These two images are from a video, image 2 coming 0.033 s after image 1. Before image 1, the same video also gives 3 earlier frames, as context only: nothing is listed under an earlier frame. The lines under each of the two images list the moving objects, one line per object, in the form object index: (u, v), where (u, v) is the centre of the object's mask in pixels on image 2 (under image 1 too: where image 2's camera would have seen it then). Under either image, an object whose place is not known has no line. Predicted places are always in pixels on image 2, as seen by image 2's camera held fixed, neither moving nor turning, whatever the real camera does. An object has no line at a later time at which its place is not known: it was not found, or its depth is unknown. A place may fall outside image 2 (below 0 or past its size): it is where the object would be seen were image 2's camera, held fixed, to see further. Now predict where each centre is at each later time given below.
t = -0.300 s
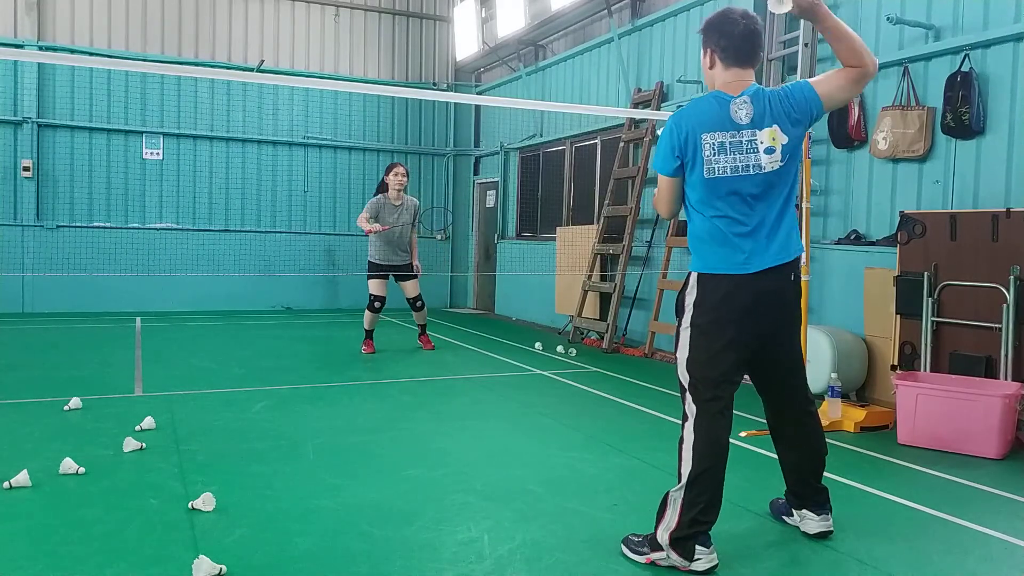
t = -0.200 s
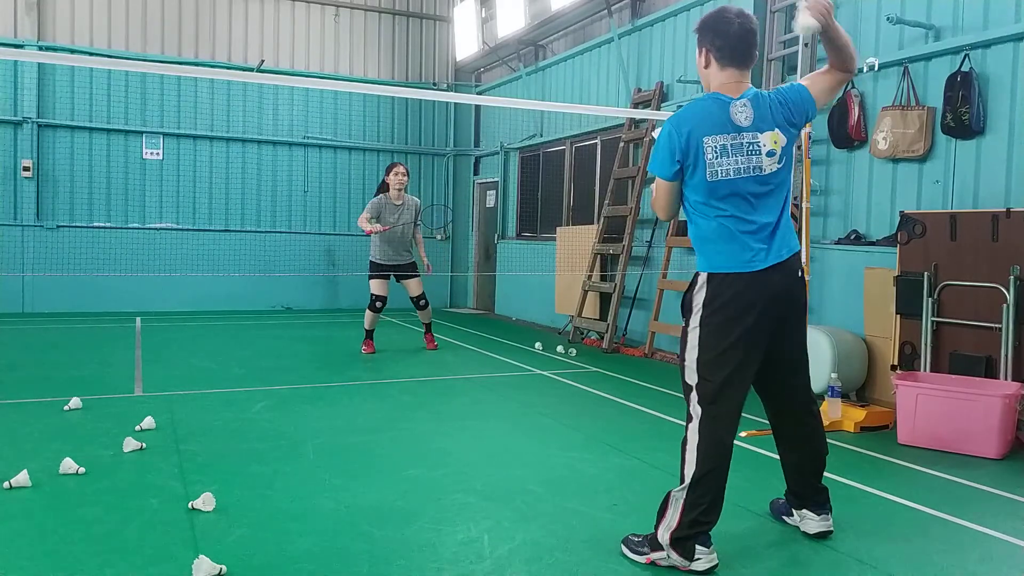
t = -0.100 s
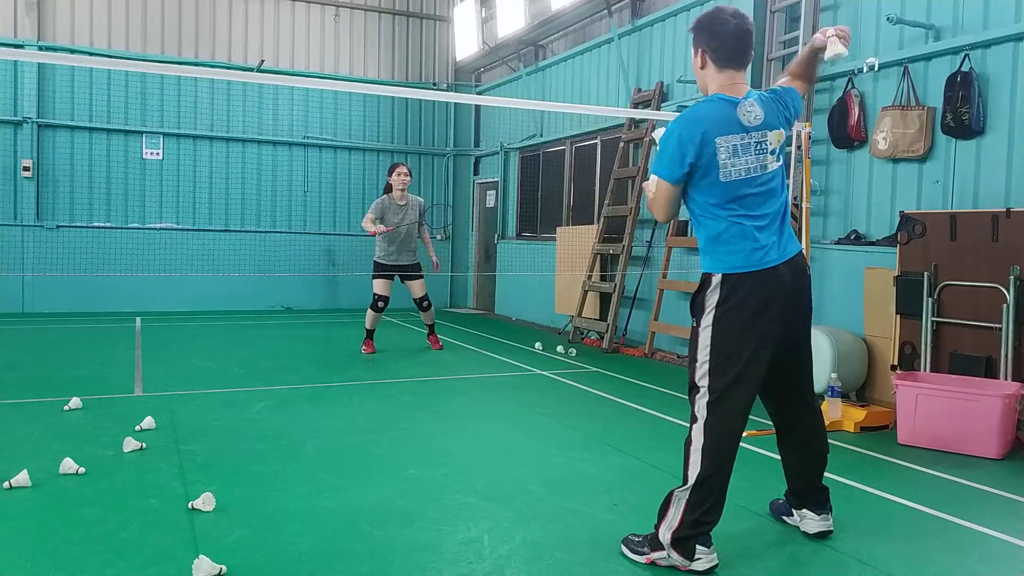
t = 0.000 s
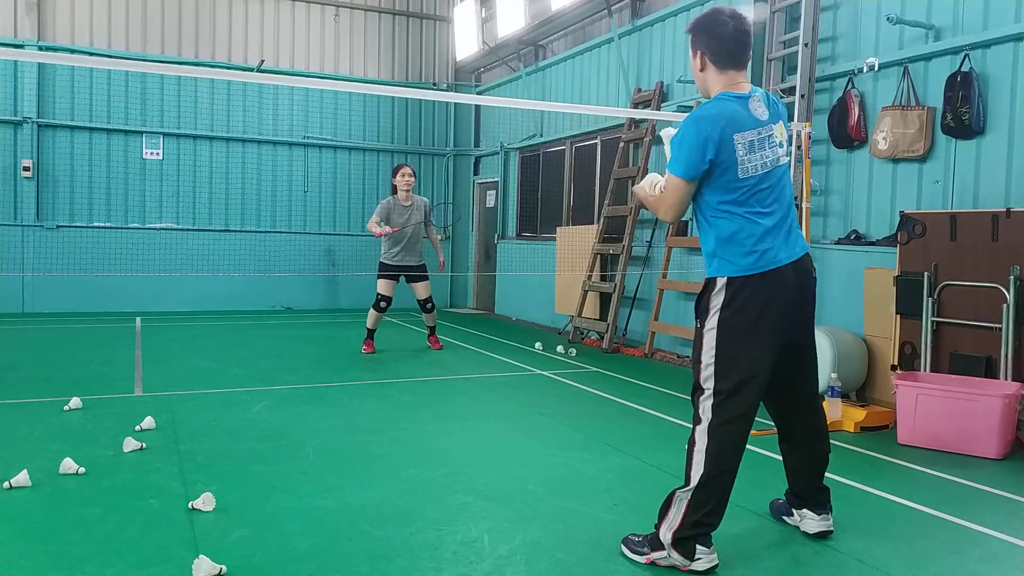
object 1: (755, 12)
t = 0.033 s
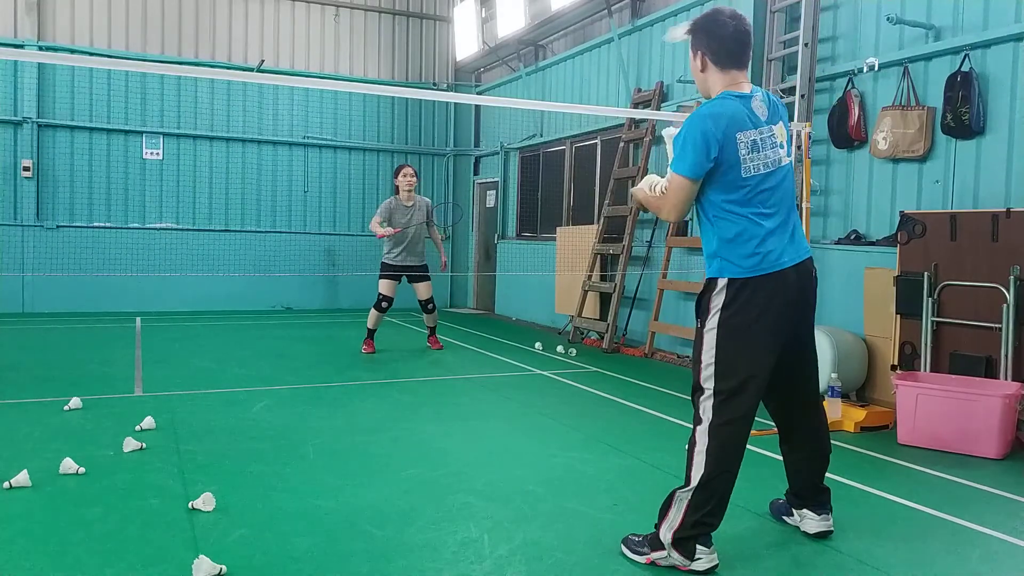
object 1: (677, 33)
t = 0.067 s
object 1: (636, 49)
